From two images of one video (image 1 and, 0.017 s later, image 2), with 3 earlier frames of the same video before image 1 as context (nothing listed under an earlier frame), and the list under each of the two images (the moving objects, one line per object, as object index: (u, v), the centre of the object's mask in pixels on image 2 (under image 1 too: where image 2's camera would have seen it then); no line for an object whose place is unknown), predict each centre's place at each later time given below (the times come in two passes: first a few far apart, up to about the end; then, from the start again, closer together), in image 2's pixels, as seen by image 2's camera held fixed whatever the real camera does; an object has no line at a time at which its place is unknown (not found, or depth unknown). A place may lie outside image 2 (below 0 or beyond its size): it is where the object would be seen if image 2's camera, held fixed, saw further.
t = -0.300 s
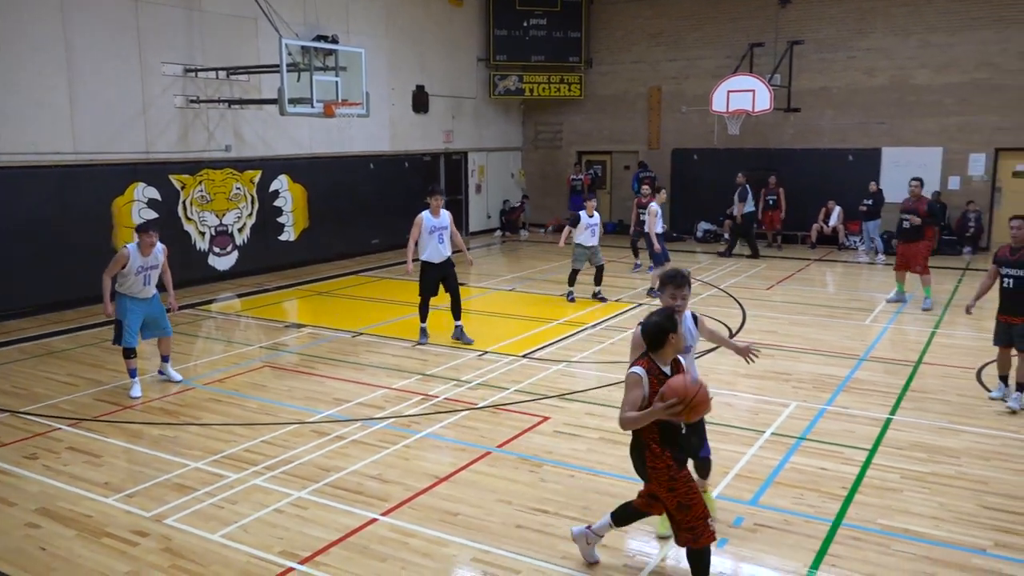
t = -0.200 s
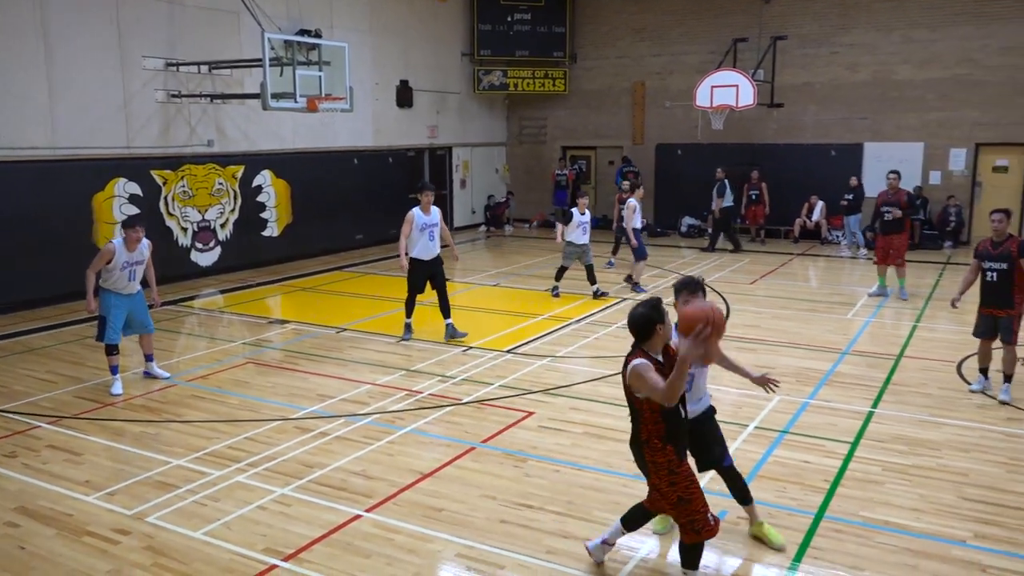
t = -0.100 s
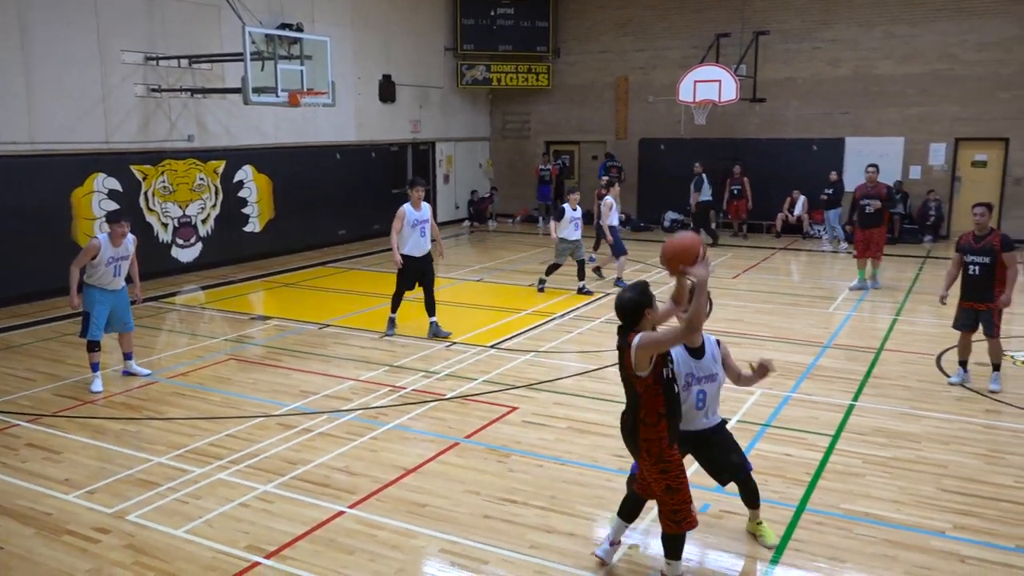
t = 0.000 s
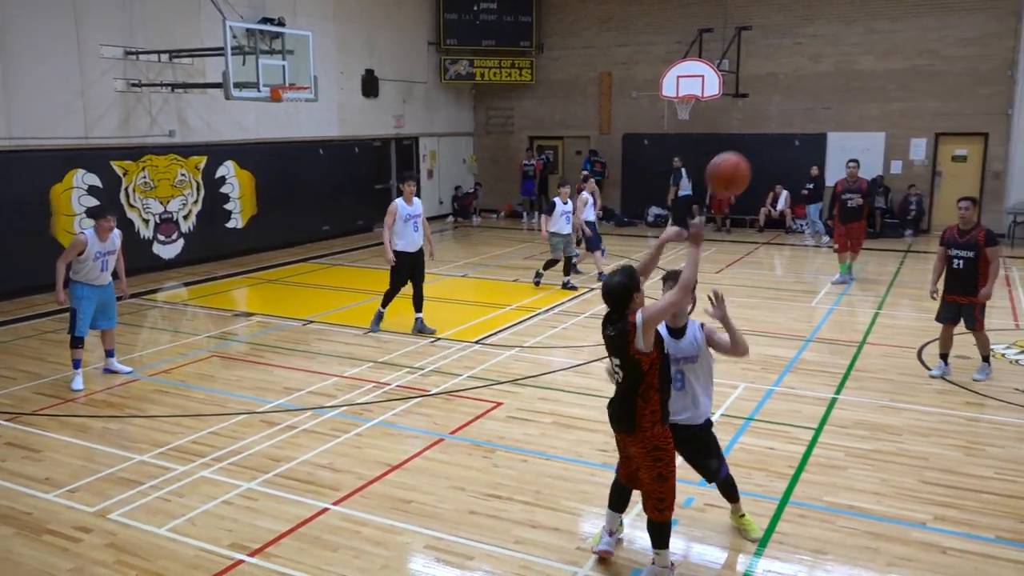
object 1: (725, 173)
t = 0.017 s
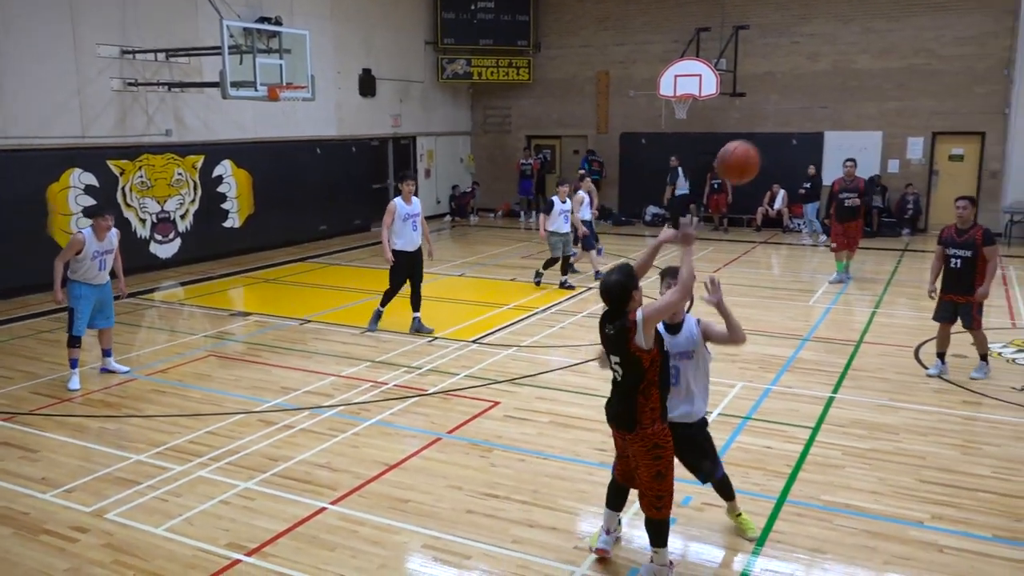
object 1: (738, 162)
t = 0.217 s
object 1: (864, 80)
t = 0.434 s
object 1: (963, 73)
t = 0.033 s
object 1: (750, 152)
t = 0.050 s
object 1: (761, 143)
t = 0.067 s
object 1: (773, 134)
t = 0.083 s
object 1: (785, 125)
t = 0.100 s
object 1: (796, 117)
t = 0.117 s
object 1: (807, 109)
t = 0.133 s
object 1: (817, 103)
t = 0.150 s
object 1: (827, 97)
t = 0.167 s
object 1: (837, 92)
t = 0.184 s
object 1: (846, 88)
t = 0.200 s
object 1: (855, 83)
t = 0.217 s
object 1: (864, 80)
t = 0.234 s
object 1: (873, 76)
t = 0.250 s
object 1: (881, 74)
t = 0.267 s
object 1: (890, 72)
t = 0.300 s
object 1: (907, 68)
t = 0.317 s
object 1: (914, 68)
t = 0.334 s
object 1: (921, 67)
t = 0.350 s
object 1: (928, 67)
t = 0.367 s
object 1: (936, 68)
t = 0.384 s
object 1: (942, 68)
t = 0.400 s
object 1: (949, 70)
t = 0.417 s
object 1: (956, 71)
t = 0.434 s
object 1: (963, 73)
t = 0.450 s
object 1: (968, 75)
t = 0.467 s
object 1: (975, 77)
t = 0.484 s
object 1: (981, 80)
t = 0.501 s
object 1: (986, 83)
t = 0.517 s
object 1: (992, 86)
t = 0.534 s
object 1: (998, 90)
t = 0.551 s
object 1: (1003, 94)
